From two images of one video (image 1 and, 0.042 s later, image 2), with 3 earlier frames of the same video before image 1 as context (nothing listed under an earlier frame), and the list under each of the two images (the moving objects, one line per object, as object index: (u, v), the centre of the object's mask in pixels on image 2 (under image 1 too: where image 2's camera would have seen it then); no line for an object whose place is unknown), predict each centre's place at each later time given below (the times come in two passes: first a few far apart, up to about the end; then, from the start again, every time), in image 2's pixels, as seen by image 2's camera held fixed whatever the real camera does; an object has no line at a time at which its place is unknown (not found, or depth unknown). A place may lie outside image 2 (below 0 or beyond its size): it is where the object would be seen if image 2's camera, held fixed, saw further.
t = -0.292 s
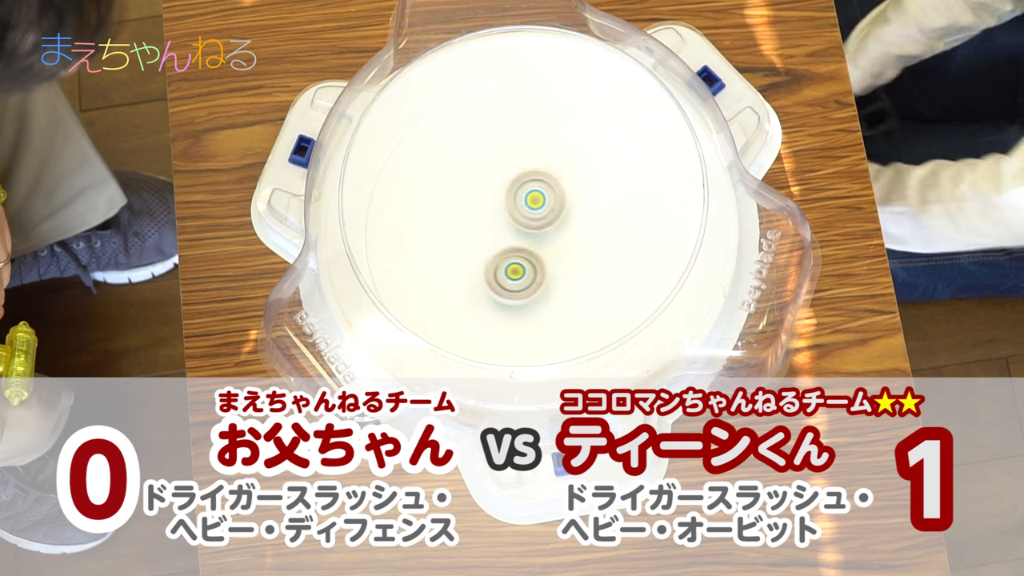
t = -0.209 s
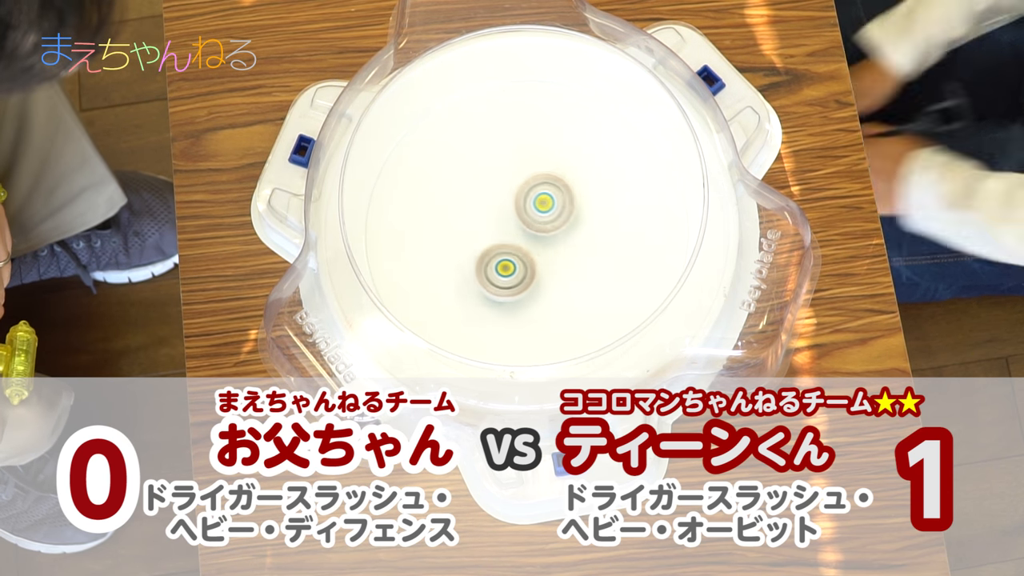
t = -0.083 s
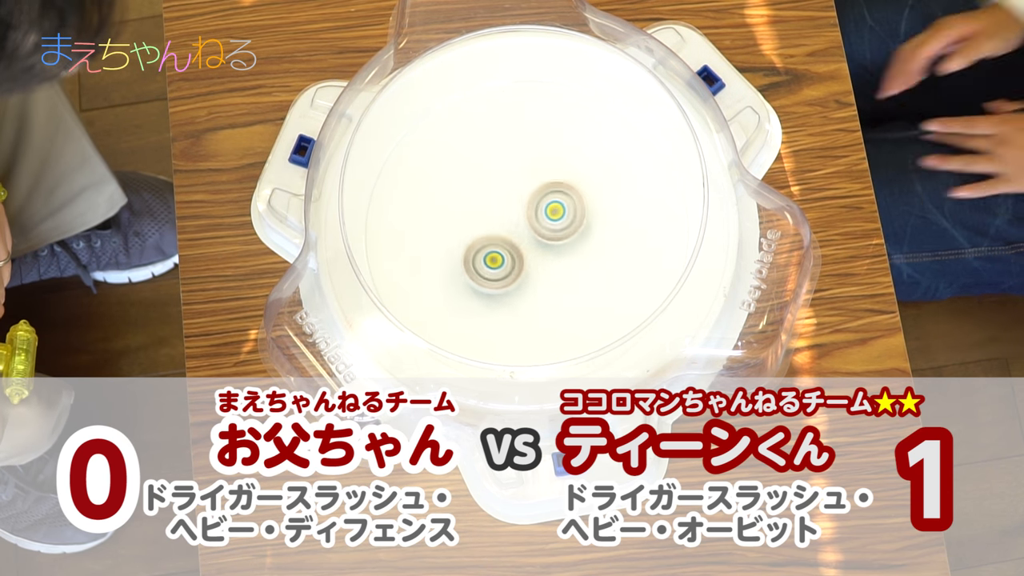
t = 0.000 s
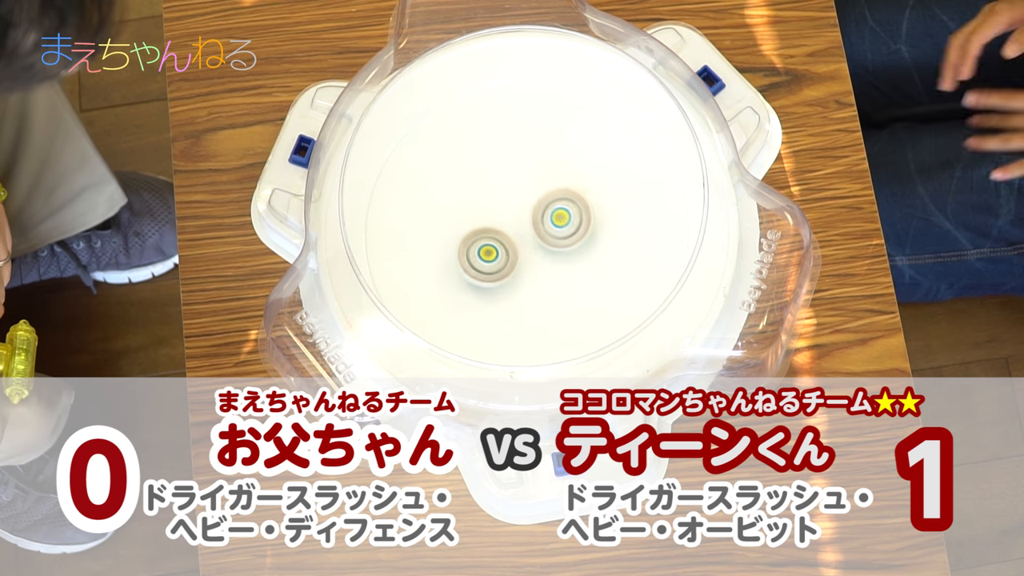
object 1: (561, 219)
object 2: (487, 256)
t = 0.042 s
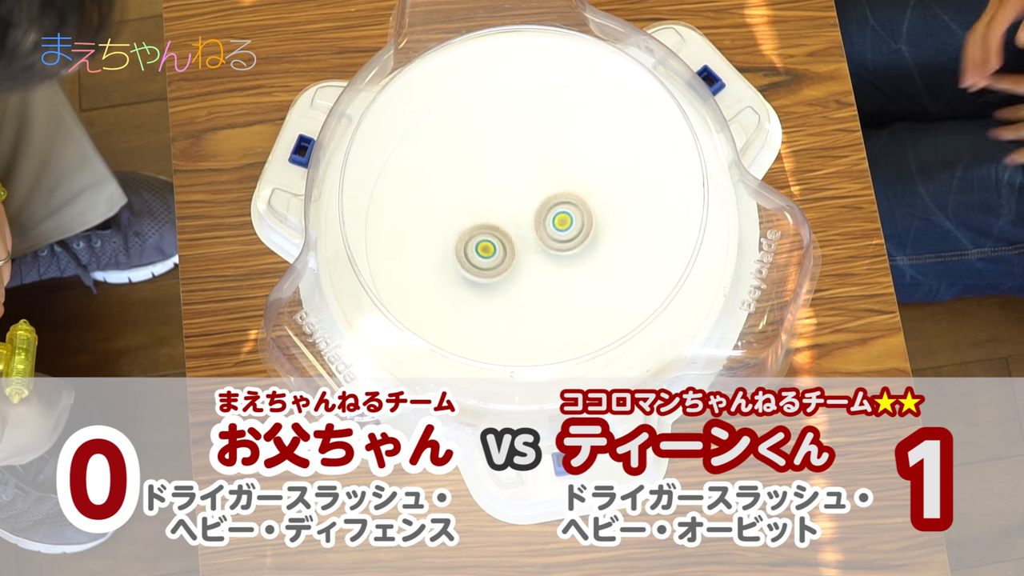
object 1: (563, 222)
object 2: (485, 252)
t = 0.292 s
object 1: (565, 245)
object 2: (479, 224)
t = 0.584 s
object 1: (541, 265)
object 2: (497, 198)
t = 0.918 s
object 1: (505, 259)
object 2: (541, 197)
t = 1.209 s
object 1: (483, 233)
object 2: (572, 221)
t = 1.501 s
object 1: (487, 204)
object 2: (573, 248)
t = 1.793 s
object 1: (516, 196)
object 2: (544, 264)
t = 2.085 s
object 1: (549, 212)
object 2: (507, 263)
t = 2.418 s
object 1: (556, 246)
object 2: (482, 237)
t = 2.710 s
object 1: (536, 266)
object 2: (491, 210)
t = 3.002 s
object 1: (503, 277)
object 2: (530, 172)
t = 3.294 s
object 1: (491, 252)
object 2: (565, 178)
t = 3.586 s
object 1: (506, 219)
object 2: (579, 222)
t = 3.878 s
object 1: (522, 196)
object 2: (565, 269)
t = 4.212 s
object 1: (544, 212)
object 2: (510, 280)
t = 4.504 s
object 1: (551, 239)
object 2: (471, 243)
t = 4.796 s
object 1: (535, 254)
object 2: (481, 198)
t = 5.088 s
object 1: (512, 246)
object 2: (525, 184)
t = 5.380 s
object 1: (504, 228)
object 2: (570, 209)
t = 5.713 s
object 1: (519, 215)
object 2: (565, 262)
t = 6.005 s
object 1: (537, 214)
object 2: (521, 287)
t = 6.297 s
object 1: (544, 226)
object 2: (484, 255)
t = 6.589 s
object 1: (541, 242)
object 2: (485, 205)
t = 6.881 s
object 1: (529, 248)
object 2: (527, 184)
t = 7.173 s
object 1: (511, 247)
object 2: (572, 207)
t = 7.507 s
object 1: (504, 228)
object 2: (564, 259)
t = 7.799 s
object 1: (513, 212)
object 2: (520, 275)
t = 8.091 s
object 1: (534, 210)
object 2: (486, 248)
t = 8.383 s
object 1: (555, 226)
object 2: (488, 213)
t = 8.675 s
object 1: (546, 256)
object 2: (519, 198)
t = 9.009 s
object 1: (519, 262)
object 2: (552, 201)
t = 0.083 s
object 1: (565, 226)
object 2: (483, 248)
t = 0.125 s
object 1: (566, 230)
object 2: (481, 243)
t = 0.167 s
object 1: (567, 234)
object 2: (479, 239)
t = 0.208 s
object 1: (567, 238)
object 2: (479, 234)
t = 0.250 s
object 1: (566, 242)
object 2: (479, 229)
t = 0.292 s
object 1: (565, 245)
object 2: (479, 224)
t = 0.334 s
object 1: (562, 249)
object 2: (480, 219)
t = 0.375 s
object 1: (560, 253)
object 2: (482, 215)
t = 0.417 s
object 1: (557, 256)
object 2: (484, 210)
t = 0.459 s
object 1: (553, 259)
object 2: (487, 207)
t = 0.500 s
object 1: (549, 261)
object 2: (490, 204)
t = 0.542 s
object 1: (545, 263)
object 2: (493, 201)
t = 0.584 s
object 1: (541, 265)
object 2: (497, 198)
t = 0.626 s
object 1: (536, 266)
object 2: (502, 197)
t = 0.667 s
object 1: (532, 267)
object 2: (508, 195)
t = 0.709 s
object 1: (527, 267)
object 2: (513, 195)
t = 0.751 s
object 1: (523, 267)
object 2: (519, 194)
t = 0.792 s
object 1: (519, 265)
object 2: (525, 194)
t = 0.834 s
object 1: (514, 264)
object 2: (530, 195)
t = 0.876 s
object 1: (510, 261)
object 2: (536, 196)
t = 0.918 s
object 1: (505, 259)
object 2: (541, 197)
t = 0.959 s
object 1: (502, 256)
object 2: (546, 200)
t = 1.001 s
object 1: (498, 252)
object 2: (552, 203)
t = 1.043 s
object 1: (494, 249)
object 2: (556, 206)
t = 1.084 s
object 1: (490, 245)
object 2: (561, 210)
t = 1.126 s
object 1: (487, 241)
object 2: (565, 213)
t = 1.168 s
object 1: (485, 237)
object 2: (569, 217)
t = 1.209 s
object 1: (483, 233)
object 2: (572, 221)
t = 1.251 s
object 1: (482, 227)
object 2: (574, 226)
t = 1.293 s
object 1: (481, 223)
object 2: (576, 230)
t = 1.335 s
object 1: (481, 219)
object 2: (577, 234)
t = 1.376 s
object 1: (481, 215)
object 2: (577, 237)
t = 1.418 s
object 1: (483, 211)
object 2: (576, 241)
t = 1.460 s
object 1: (485, 208)
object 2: (575, 244)
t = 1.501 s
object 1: (487, 204)
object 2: (573, 248)
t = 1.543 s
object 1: (490, 202)
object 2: (570, 251)
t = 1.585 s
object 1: (493, 200)
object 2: (567, 254)
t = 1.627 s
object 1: (497, 198)
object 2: (563, 257)
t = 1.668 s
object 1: (501, 197)
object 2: (559, 259)
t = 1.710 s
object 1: (506, 196)
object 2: (554, 262)
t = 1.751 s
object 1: (511, 196)
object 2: (549, 263)
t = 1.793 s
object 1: (516, 196)
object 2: (544, 264)
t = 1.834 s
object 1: (521, 197)
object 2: (538, 265)
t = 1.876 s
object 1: (526, 199)
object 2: (533, 265)
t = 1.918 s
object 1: (532, 201)
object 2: (528, 264)
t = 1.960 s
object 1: (536, 202)
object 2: (523, 265)
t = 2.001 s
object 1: (542, 205)
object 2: (518, 265)
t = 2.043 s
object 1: (545, 208)
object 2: (512, 264)
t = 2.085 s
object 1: (549, 212)
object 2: (507, 263)
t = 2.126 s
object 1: (551, 217)
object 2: (502, 261)
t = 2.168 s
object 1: (554, 221)
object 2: (498, 258)
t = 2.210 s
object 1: (555, 225)
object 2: (494, 255)
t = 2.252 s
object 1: (557, 229)
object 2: (491, 252)
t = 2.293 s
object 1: (557, 234)
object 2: (488, 249)
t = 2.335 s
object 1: (558, 238)
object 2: (485, 245)
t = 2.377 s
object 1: (557, 242)
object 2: (483, 241)
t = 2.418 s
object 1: (556, 246)
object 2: (482, 237)
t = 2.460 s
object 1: (554, 250)
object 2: (481, 233)
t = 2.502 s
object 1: (552, 254)
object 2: (481, 228)
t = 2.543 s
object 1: (549, 257)
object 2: (482, 224)
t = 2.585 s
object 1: (546, 260)
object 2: (483, 220)
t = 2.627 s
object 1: (543, 262)
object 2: (485, 217)
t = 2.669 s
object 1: (539, 264)
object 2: (488, 213)
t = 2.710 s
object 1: (536, 266)
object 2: (491, 210)
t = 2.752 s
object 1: (532, 266)
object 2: (494, 208)
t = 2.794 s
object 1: (528, 266)
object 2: (498, 205)
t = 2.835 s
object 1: (524, 265)
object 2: (502, 203)
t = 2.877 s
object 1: (520, 265)
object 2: (508, 201)
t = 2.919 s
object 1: (512, 274)
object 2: (517, 187)
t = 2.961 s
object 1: (507, 278)
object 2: (525, 177)
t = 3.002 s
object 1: (503, 277)
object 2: (530, 172)
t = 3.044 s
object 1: (499, 276)
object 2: (534, 169)
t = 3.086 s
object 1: (496, 273)
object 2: (540, 168)
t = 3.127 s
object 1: (494, 269)
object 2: (545, 167)
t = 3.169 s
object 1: (493, 266)
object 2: (550, 169)
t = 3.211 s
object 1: (491, 261)
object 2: (555, 171)
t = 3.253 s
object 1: (491, 256)
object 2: (560, 174)
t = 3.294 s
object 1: (491, 252)
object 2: (565, 178)
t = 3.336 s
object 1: (490, 247)
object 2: (569, 183)
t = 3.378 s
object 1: (492, 242)
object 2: (573, 188)
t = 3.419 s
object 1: (494, 237)
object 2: (576, 195)
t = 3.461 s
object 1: (495, 232)
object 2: (578, 201)
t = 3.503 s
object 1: (499, 227)
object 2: (579, 208)
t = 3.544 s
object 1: (503, 223)
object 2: (579, 215)
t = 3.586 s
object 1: (506, 219)
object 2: (579, 222)
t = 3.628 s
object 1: (511, 215)
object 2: (578, 228)
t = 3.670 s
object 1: (516, 212)
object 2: (575, 235)
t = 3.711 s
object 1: (513, 206)
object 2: (578, 245)
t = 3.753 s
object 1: (513, 200)
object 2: (578, 252)
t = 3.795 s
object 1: (516, 198)
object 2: (575, 258)
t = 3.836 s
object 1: (518, 197)
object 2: (570, 264)
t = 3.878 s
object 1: (522, 196)
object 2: (565, 269)
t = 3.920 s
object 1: (525, 196)
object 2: (559, 274)
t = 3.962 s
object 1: (529, 197)
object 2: (553, 278)
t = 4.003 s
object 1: (532, 199)
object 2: (546, 281)
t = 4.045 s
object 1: (535, 200)
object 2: (538, 283)
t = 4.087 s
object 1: (538, 202)
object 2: (532, 283)
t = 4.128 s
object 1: (540, 205)
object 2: (524, 283)
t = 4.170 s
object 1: (542, 209)
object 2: (518, 282)
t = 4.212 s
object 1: (544, 212)
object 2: (510, 280)
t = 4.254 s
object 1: (545, 216)
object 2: (504, 276)
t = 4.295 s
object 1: (546, 221)
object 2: (499, 271)
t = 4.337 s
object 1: (546, 225)
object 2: (493, 266)
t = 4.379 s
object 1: (546, 229)
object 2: (489, 260)
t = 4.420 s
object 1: (550, 232)
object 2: (480, 254)
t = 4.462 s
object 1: (552, 236)
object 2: (475, 249)
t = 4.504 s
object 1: (551, 239)
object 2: (471, 243)
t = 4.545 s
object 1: (550, 242)
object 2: (470, 236)
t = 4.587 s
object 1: (549, 245)
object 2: (469, 229)
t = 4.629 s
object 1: (547, 248)
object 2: (470, 223)
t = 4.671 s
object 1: (544, 251)
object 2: (471, 216)
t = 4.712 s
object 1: (541, 252)
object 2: (473, 209)
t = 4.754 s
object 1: (538, 254)
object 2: (476, 203)
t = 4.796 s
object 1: (535, 254)
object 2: (481, 198)
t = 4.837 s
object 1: (532, 255)
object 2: (485, 194)
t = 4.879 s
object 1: (527, 255)
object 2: (491, 189)
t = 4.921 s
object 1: (524, 254)
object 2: (497, 187)
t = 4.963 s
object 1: (521, 253)
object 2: (504, 184)
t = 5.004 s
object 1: (518, 251)
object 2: (511, 183)
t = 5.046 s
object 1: (515, 250)
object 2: (518, 182)
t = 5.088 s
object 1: (512, 246)
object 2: (525, 184)
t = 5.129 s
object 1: (511, 243)
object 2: (533, 185)
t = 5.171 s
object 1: (507, 241)
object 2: (541, 186)
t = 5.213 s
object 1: (506, 239)
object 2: (548, 189)
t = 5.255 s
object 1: (504, 237)
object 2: (555, 193)
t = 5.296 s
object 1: (504, 233)
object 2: (560, 198)
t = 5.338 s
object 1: (504, 230)
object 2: (565, 203)
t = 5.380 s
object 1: (504, 228)
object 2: (570, 209)
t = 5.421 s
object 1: (505, 225)
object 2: (573, 216)
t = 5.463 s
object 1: (506, 223)
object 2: (575, 223)
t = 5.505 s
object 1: (507, 221)
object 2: (576, 230)
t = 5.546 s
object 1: (509, 219)
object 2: (576, 236)
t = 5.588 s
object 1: (511, 217)
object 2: (575, 244)
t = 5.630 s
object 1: (514, 216)
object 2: (573, 250)
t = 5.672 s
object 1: (516, 216)
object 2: (570, 257)
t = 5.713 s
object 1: (519, 215)
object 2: (565, 262)
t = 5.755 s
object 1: (522, 215)
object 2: (561, 267)
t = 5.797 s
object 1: (525, 216)
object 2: (555, 272)
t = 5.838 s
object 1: (528, 217)
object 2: (547, 275)
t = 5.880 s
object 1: (531, 213)
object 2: (541, 282)
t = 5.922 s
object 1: (533, 212)
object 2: (534, 286)
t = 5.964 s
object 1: (535, 213)
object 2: (527, 287)
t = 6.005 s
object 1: (537, 214)
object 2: (521, 287)
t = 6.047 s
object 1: (539, 215)
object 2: (513, 286)
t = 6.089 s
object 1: (541, 216)
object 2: (507, 283)
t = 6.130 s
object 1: (542, 218)
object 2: (501, 279)
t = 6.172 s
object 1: (543, 220)
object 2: (495, 275)
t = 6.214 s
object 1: (544, 221)
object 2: (491, 268)
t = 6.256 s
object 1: (544, 224)
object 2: (487, 262)
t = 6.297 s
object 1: (544, 226)
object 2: (484, 255)
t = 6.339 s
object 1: (543, 228)
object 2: (482, 247)
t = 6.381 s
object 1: (545, 231)
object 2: (480, 241)
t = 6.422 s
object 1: (545, 233)
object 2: (479, 234)
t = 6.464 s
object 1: (544, 235)
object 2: (479, 225)
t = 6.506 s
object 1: (543, 237)
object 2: (481, 218)
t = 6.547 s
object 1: (542, 239)
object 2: (483, 212)
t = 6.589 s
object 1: (541, 242)
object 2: (485, 205)
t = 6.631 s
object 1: (540, 243)
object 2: (490, 199)
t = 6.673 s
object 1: (539, 245)
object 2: (495, 194)
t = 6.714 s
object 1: (538, 246)
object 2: (500, 190)
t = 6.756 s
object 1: (536, 247)
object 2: (506, 187)
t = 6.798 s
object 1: (534, 247)
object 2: (513, 184)
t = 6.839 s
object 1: (531, 248)
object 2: (520, 183)
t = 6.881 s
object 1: (529, 248)
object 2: (527, 184)
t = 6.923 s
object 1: (527, 247)
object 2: (534, 186)
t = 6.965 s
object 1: (525, 247)
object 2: (541, 187)
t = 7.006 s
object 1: (523, 247)
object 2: (549, 191)
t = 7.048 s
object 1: (520, 247)
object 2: (556, 195)
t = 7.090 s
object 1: (515, 249)
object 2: (562, 197)
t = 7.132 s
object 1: (513, 248)
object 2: (568, 201)
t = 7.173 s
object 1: (511, 247)
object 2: (572, 207)
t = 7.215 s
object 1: (509, 246)
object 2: (575, 214)
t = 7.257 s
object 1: (508, 245)
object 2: (576, 221)
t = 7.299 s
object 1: (507, 243)
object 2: (576, 227)
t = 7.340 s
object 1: (506, 241)
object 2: (576, 234)
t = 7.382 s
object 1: (506, 239)
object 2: (574, 240)
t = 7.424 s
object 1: (506, 237)
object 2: (570, 247)
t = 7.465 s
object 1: (504, 232)
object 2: (568, 253)
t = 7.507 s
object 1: (504, 228)
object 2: (564, 259)
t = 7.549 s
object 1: (504, 226)
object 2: (559, 263)
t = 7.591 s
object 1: (504, 224)
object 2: (553, 267)
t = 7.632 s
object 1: (506, 222)
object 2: (547, 271)
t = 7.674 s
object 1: (507, 219)
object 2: (540, 274)
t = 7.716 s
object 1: (509, 215)
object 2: (534, 276)
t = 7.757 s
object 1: (511, 213)
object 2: (527, 276)
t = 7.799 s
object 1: (513, 212)
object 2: (520, 275)
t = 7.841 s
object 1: (515, 211)
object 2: (513, 273)
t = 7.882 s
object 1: (519, 208)
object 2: (506, 272)
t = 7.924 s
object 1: (524, 206)
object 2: (500, 270)
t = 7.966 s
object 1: (526, 206)
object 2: (495, 265)
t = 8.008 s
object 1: (529, 207)
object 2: (491, 260)
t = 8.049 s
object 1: (532, 208)
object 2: (488, 254)
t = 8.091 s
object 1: (534, 210)
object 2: (486, 248)
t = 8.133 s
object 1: (543, 210)
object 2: (479, 244)
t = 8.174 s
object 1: (549, 211)
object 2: (476, 238)
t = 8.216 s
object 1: (552, 214)
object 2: (476, 233)
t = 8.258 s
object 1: (554, 217)
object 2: (477, 227)
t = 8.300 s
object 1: (555, 219)
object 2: (480, 222)
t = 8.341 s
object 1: (556, 222)
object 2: (484, 217)
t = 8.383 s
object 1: (555, 226)
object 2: (488, 213)
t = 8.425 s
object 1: (554, 229)
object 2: (493, 210)
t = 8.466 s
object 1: (557, 235)
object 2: (494, 203)
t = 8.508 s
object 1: (557, 241)
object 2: (497, 200)
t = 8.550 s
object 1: (555, 245)
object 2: (502, 199)
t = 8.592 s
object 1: (553, 248)
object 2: (508, 199)
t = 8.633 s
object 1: (549, 251)
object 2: (514, 200)
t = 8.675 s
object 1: (546, 256)
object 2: (519, 198)
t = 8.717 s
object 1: (542, 258)
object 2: (524, 199)
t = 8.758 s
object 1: (538, 265)
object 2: (530, 194)
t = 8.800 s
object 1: (534, 272)
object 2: (535, 189)
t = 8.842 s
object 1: (530, 275)
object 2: (540, 188)
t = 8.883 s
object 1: (527, 272)
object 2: (544, 190)
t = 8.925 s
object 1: (524, 270)
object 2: (547, 193)
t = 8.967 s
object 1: (522, 267)
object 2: (550, 197)
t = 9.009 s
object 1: (519, 262)
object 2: (552, 201)
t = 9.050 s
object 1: (518, 257)
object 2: (554, 206)
